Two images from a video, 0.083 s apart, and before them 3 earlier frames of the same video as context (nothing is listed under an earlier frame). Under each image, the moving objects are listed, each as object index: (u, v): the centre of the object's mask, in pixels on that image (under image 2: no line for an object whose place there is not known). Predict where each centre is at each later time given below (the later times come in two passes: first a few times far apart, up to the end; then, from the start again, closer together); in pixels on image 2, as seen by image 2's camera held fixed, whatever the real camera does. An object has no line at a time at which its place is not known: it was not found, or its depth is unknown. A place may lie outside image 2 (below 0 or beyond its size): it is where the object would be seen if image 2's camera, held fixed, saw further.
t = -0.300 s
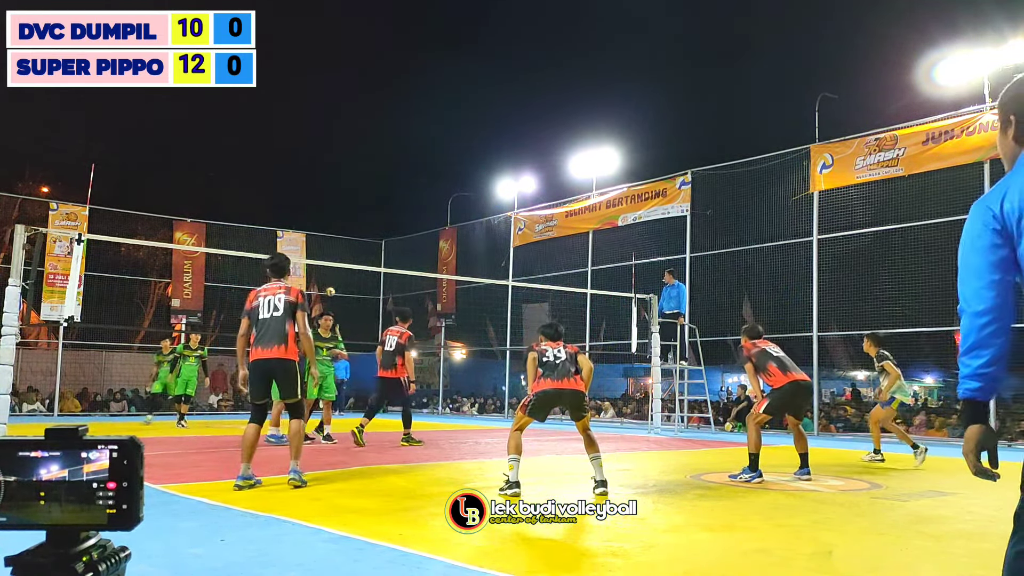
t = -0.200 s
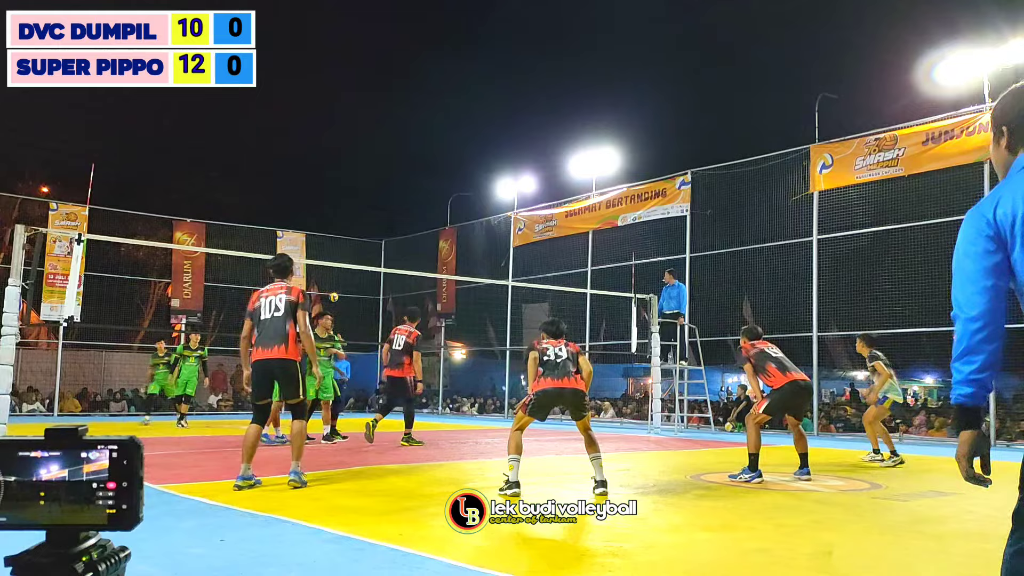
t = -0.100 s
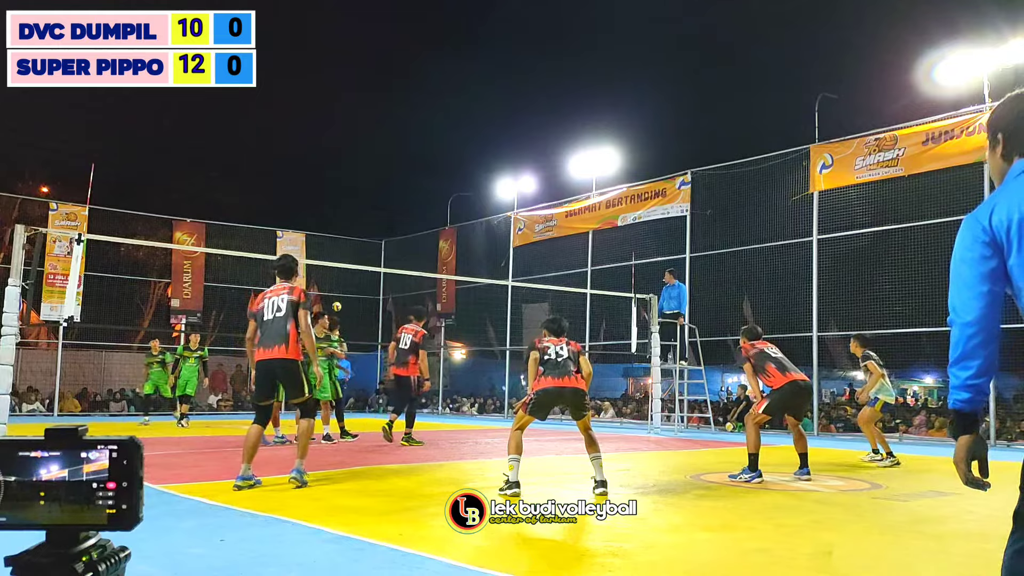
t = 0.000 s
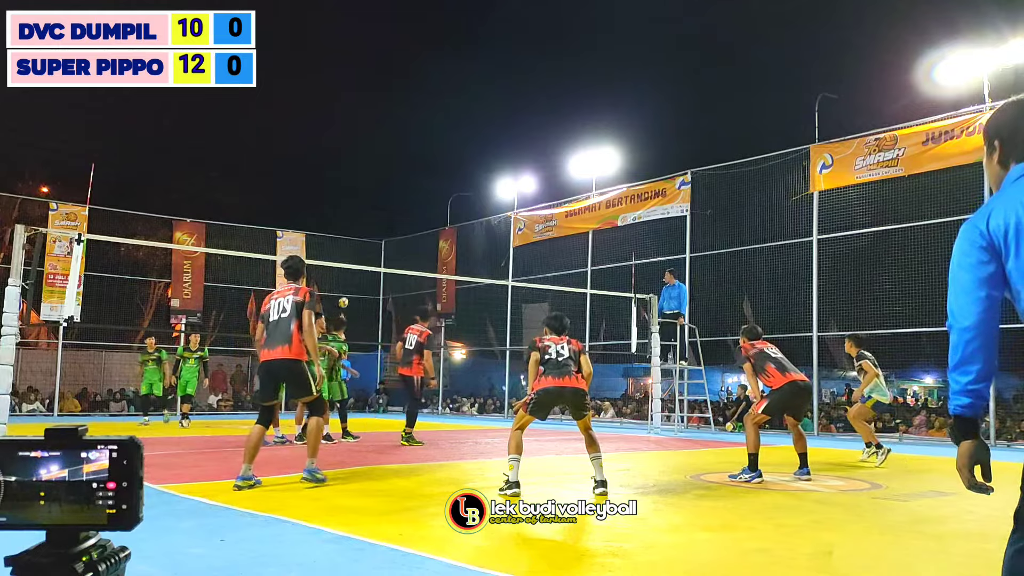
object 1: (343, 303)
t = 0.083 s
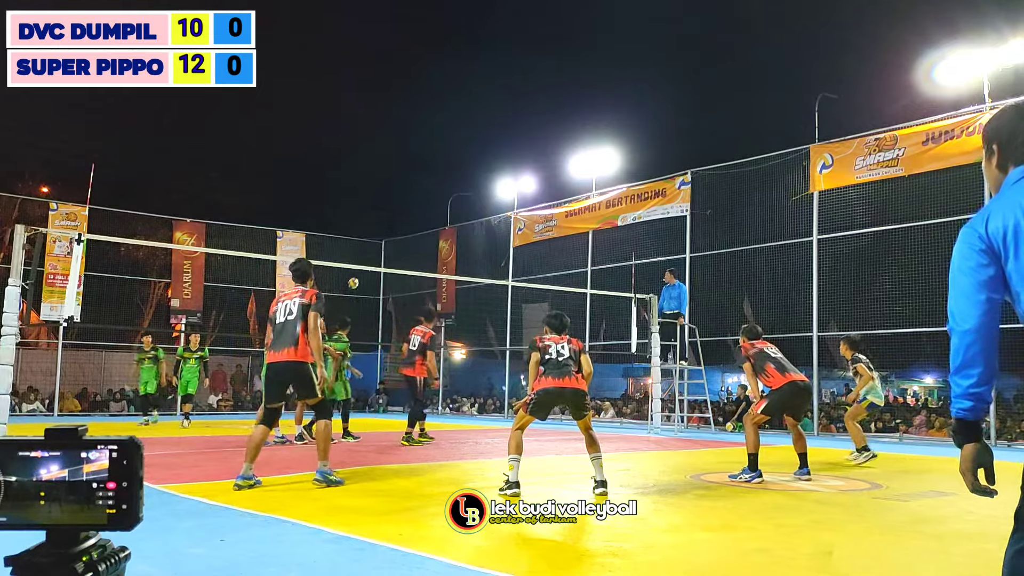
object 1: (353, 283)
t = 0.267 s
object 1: (378, 245)
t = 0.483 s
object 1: (404, 209)
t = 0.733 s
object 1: (438, 196)
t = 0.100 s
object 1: (355, 280)
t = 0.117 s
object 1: (357, 276)
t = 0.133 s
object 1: (359, 273)
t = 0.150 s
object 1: (362, 269)
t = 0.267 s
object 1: (378, 245)
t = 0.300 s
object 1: (382, 238)
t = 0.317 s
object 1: (384, 234)
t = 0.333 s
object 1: (386, 232)
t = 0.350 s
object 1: (388, 229)
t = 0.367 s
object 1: (390, 226)
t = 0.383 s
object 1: (392, 223)
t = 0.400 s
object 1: (394, 220)
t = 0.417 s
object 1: (396, 218)
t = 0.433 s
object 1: (398, 215)
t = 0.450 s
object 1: (400, 213)
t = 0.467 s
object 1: (402, 211)
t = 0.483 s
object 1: (404, 209)
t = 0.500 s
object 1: (406, 207)
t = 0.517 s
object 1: (409, 205)
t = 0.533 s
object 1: (411, 203)
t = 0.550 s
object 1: (413, 202)
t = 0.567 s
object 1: (415, 201)
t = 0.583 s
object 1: (417, 199)
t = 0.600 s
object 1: (419, 198)
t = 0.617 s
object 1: (421, 197)
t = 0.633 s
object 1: (424, 197)
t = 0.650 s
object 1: (426, 196)
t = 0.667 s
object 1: (428, 196)
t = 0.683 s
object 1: (431, 196)
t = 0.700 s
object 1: (433, 196)
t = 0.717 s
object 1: (435, 196)
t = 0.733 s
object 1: (438, 196)
